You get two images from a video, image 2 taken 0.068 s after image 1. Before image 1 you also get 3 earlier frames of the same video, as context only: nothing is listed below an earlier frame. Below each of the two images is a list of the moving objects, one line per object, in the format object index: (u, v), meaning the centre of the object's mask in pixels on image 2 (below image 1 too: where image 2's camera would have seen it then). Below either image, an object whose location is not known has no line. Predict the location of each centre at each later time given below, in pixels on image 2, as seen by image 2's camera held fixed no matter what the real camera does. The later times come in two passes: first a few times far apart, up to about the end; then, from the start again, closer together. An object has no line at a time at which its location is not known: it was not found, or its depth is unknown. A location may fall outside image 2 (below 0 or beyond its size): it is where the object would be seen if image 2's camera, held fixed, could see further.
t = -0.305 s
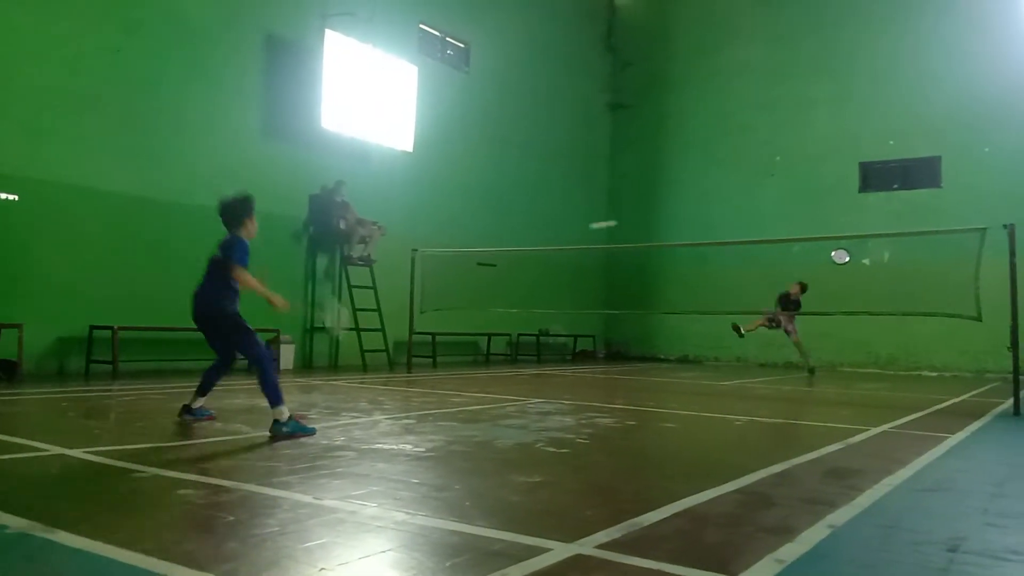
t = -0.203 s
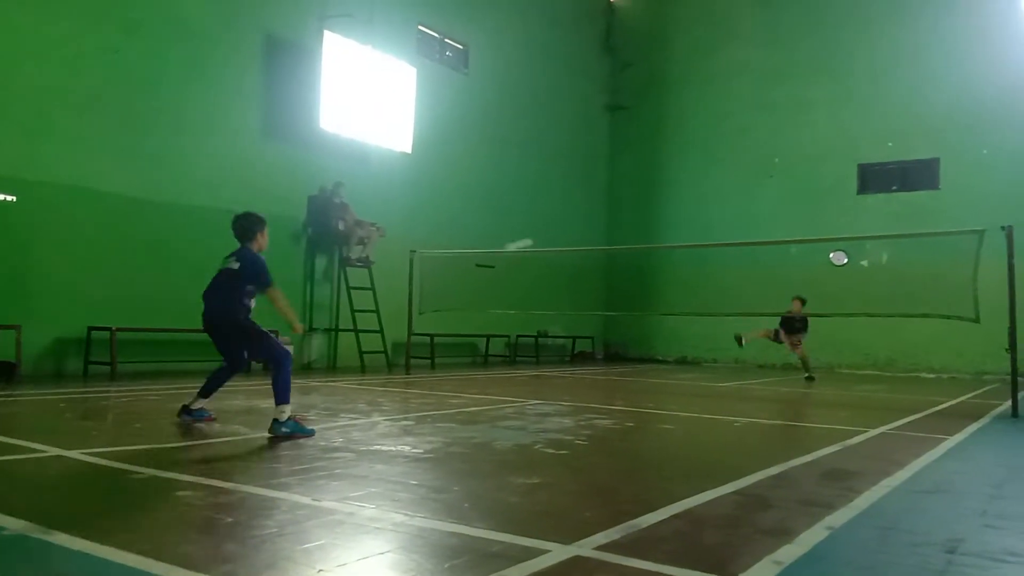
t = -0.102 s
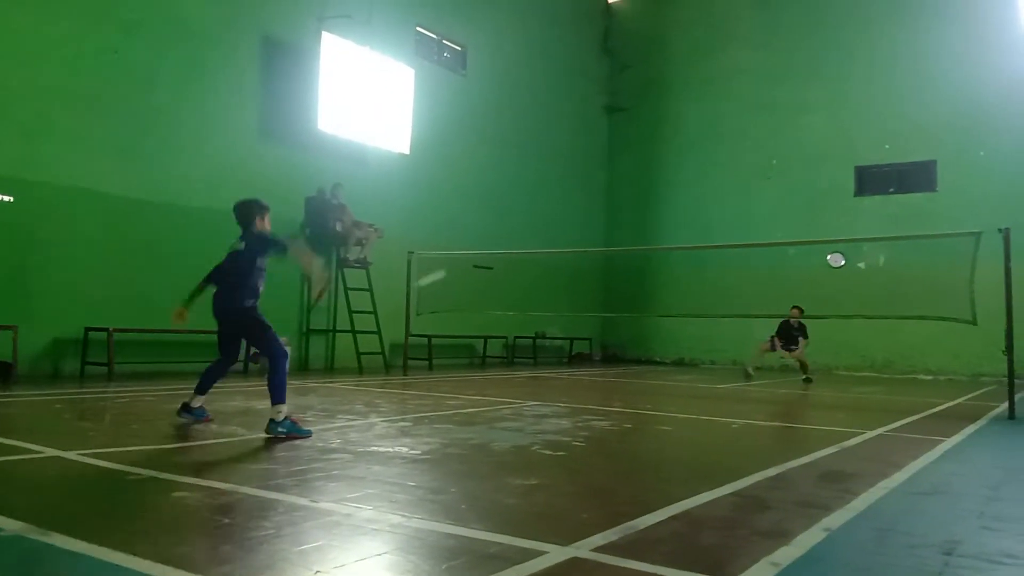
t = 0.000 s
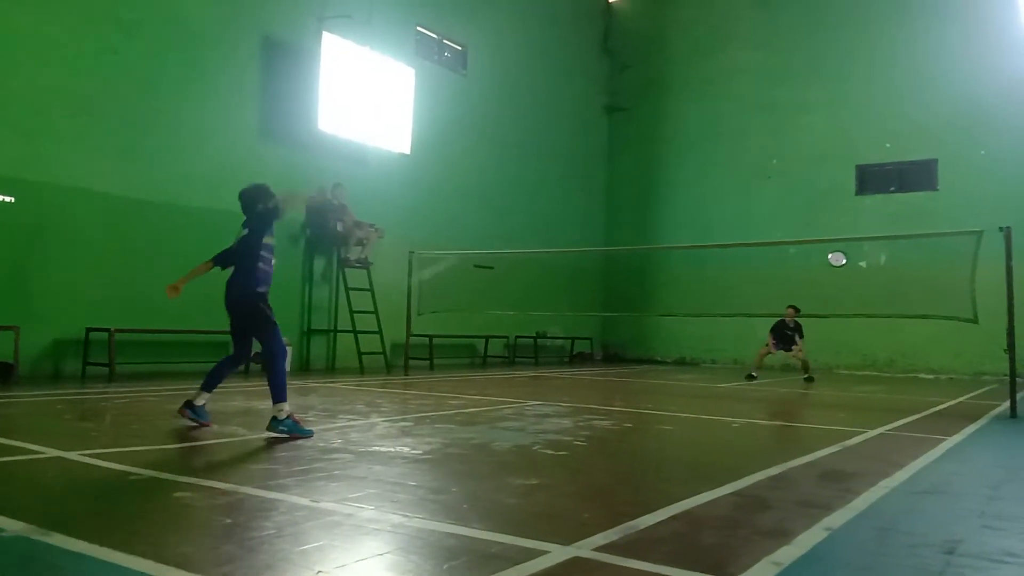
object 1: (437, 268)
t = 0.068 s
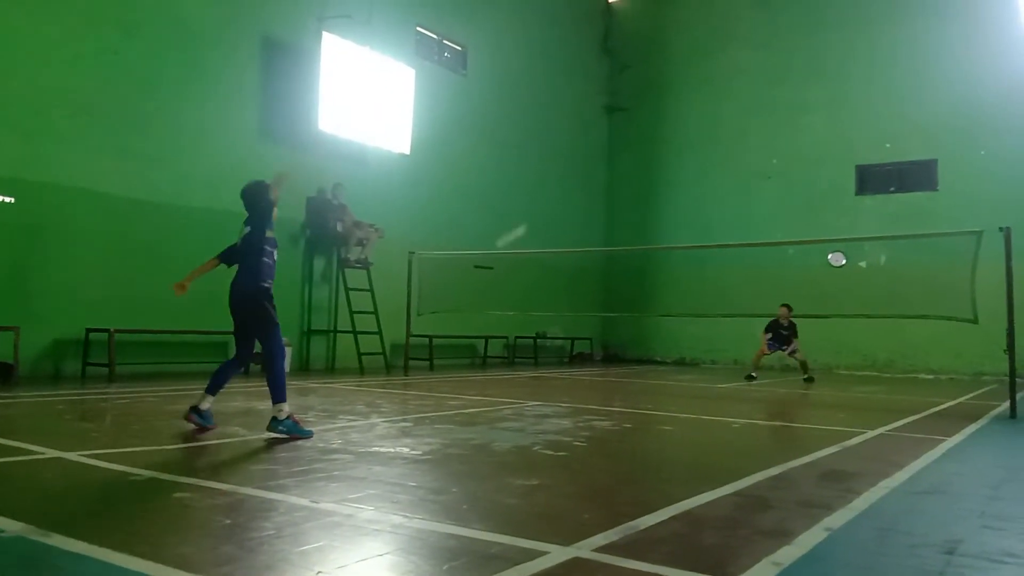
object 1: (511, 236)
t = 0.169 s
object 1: (586, 192)
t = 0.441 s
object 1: (698, 179)
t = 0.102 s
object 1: (539, 216)
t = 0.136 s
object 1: (564, 201)
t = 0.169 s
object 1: (586, 192)
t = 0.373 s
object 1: (677, 175)
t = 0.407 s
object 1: (689, 177)
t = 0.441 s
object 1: (698, 179)
